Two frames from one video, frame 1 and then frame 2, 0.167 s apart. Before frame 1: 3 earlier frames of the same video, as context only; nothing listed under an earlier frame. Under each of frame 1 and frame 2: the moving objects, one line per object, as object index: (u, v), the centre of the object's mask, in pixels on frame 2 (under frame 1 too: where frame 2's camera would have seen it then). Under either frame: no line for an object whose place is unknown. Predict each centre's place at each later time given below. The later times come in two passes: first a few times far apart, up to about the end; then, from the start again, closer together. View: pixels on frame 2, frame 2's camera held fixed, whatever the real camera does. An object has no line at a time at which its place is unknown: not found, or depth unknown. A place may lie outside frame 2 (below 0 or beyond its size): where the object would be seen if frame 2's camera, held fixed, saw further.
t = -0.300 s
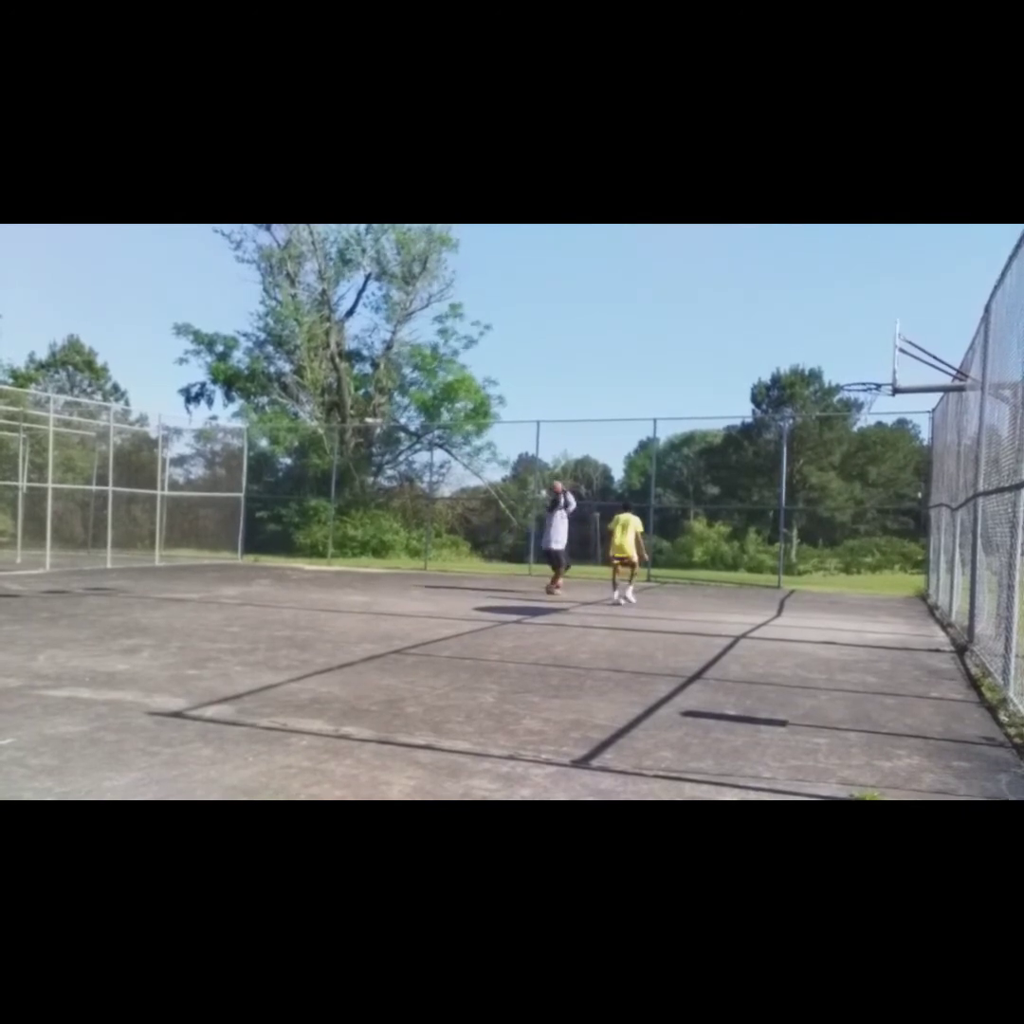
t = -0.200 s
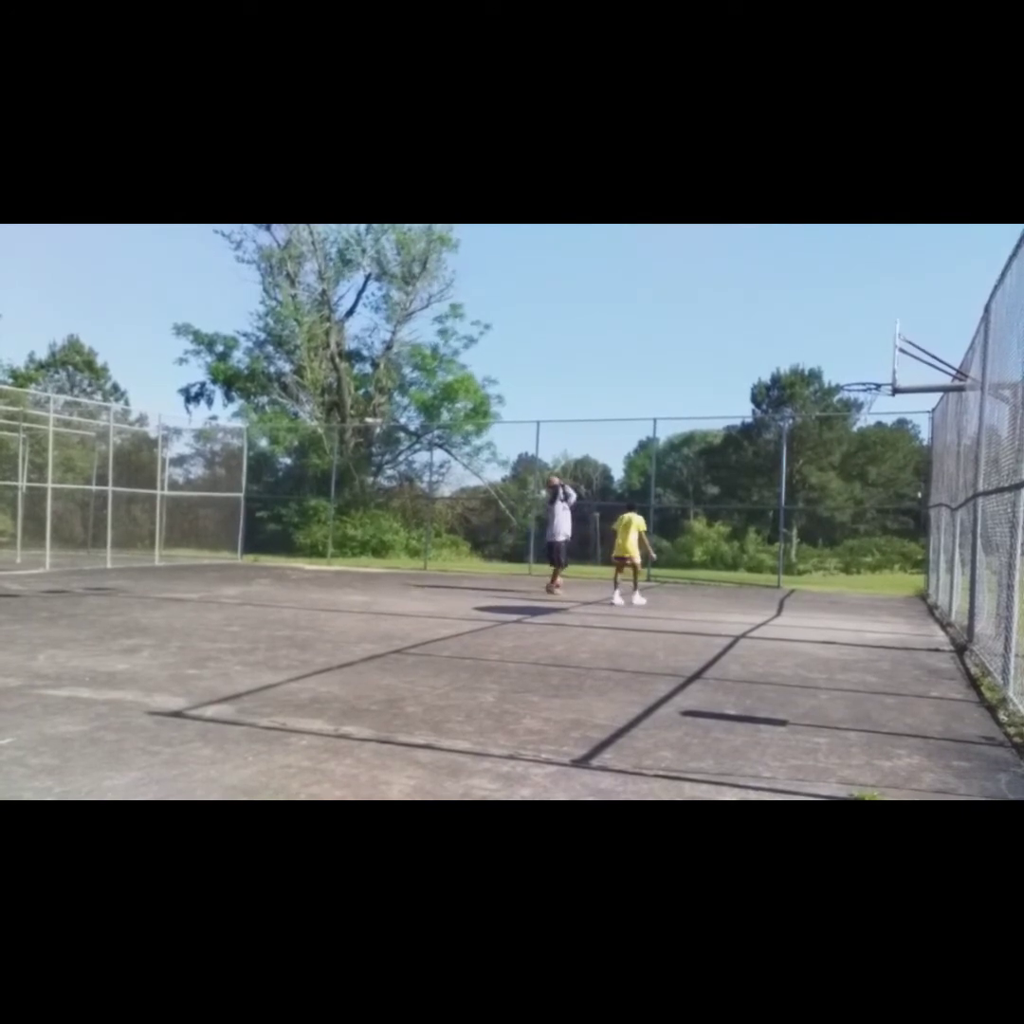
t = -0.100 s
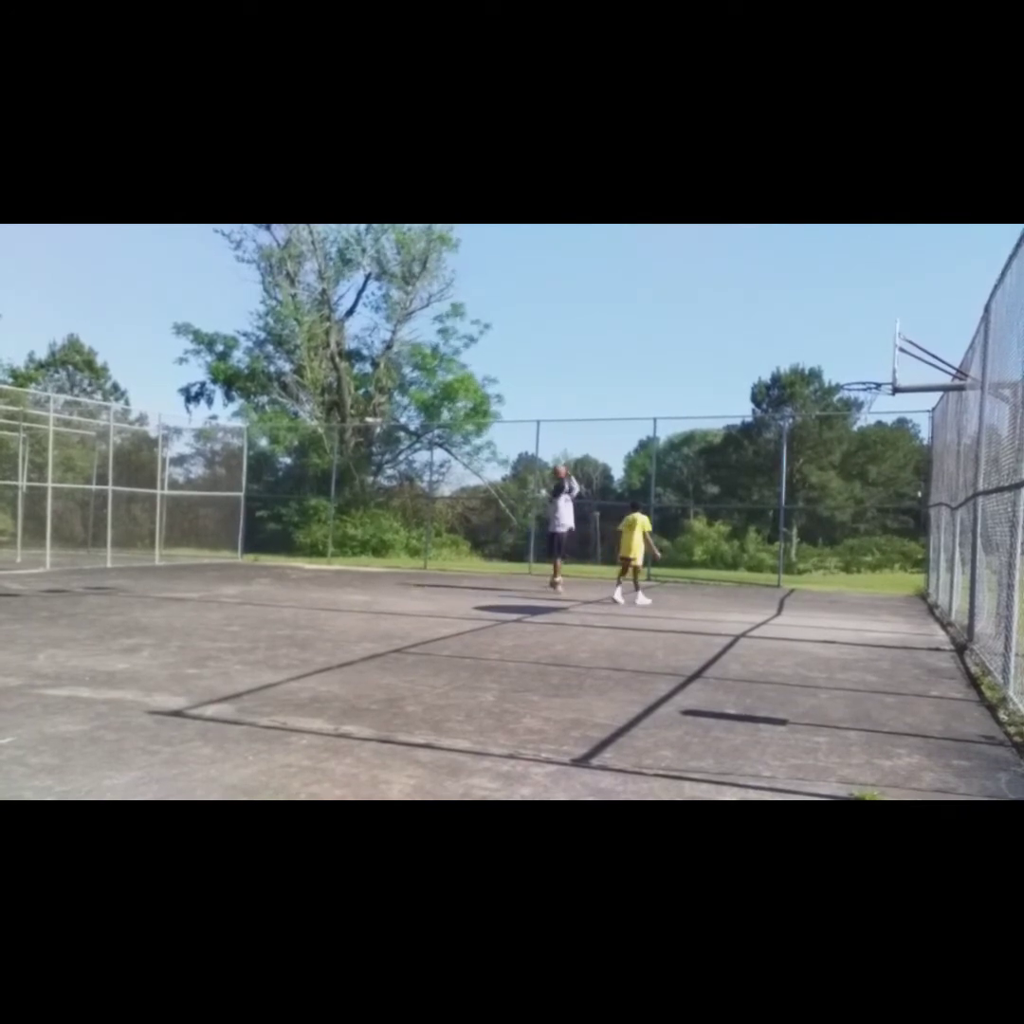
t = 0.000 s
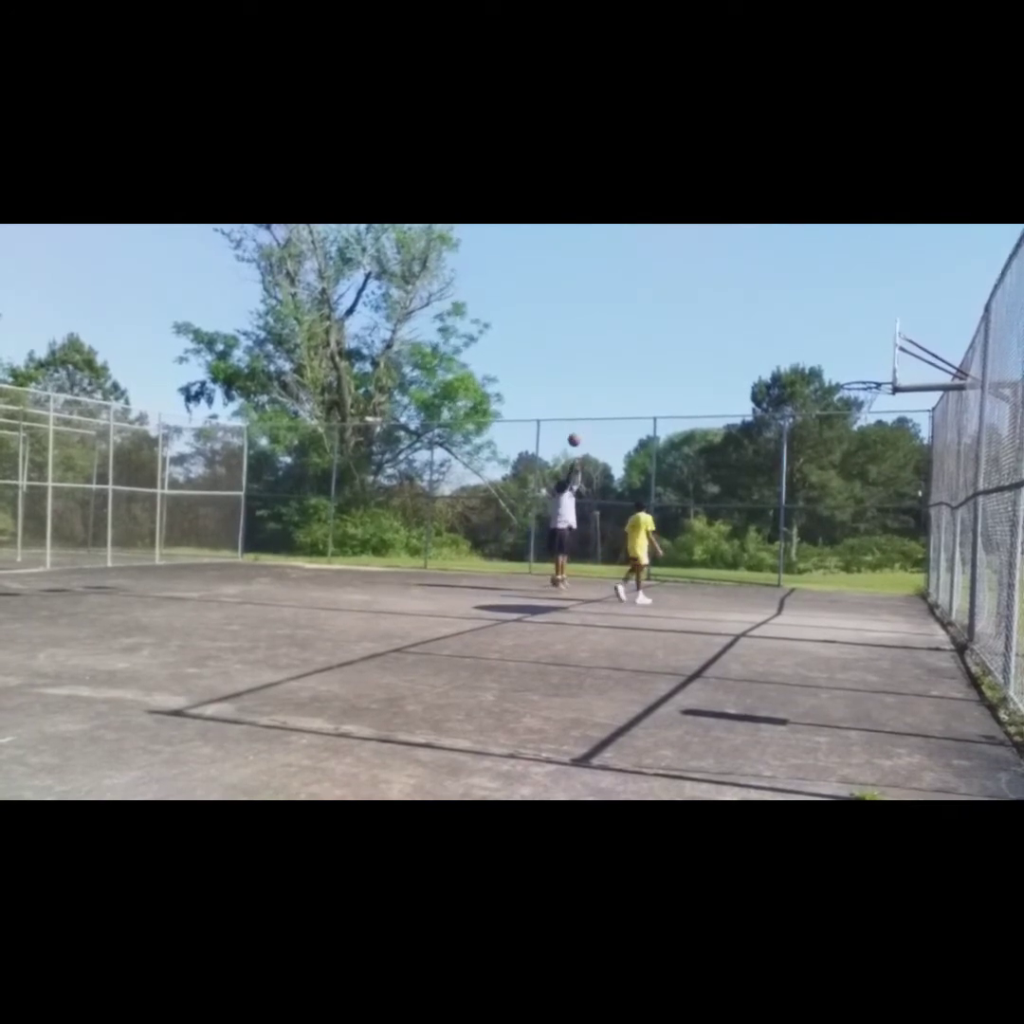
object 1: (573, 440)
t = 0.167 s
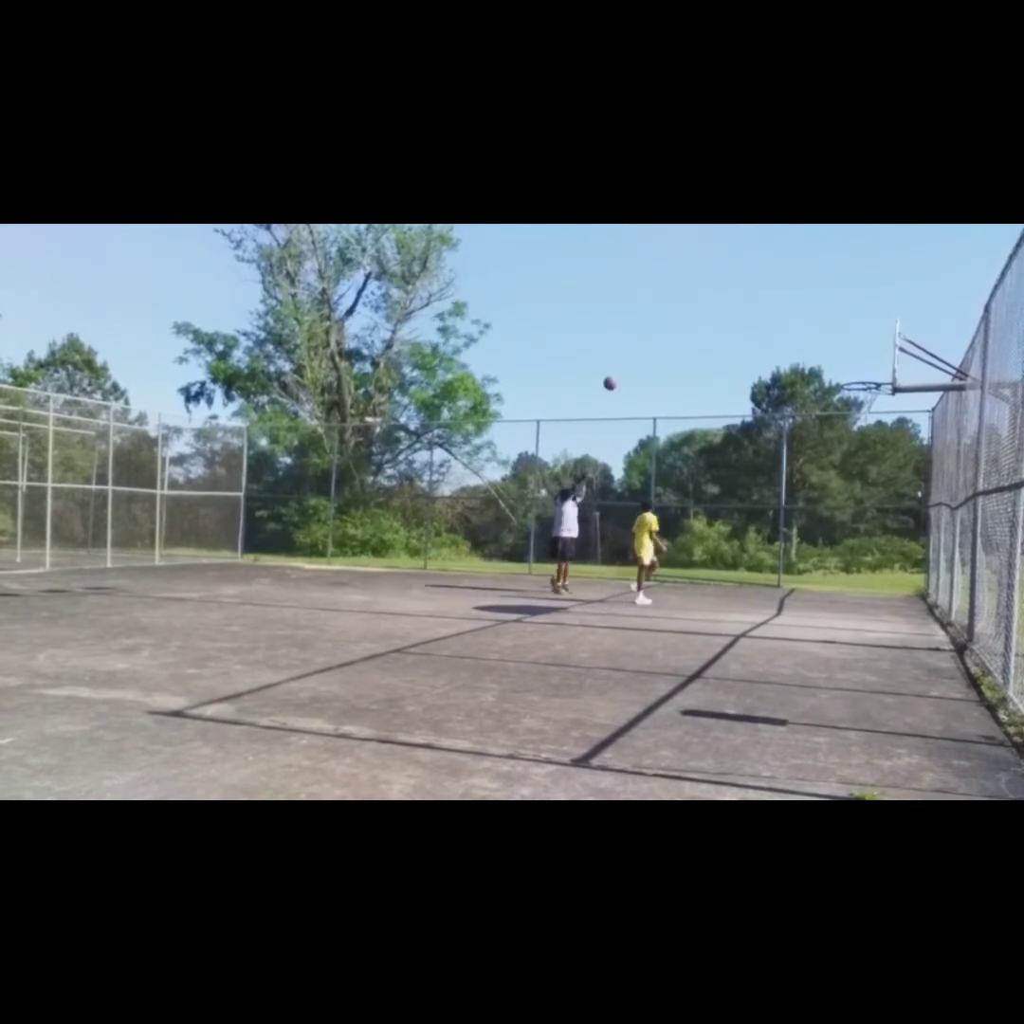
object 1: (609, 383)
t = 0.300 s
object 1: (639, 346)
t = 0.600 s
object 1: (715, 295)
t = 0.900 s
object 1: (802, 297)
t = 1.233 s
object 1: (859, 373)
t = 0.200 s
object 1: (616, 373)
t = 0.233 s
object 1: (624, 364)
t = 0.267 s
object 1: (632, 355)
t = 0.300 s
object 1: (639, 346)
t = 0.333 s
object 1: (648, 338)
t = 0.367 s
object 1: (655, 331)
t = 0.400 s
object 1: (664, 324)
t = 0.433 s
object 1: (672, 317)
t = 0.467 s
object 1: (680, 312)
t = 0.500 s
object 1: (689, 306)
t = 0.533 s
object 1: (697, 301)
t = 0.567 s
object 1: (707, 298)
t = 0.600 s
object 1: (715, 295)
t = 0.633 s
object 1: (724, 292)
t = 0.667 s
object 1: (734, 289)
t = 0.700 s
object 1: (743, 288)
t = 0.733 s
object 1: (752, 288)
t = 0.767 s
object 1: (762, 288)
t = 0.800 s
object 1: (772, 289)
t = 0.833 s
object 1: (782, 290)
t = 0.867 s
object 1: (791, 293)
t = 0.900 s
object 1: (802, 297)
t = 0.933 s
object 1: (812, 301)
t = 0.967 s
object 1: (823, 306)
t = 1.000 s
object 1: (834, 312)
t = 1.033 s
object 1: (845, 319)
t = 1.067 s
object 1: (856, 327)
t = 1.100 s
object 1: (868, 336)
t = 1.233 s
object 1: (859, 373)
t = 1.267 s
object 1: (849, 384)
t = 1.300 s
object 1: (840, 394)
